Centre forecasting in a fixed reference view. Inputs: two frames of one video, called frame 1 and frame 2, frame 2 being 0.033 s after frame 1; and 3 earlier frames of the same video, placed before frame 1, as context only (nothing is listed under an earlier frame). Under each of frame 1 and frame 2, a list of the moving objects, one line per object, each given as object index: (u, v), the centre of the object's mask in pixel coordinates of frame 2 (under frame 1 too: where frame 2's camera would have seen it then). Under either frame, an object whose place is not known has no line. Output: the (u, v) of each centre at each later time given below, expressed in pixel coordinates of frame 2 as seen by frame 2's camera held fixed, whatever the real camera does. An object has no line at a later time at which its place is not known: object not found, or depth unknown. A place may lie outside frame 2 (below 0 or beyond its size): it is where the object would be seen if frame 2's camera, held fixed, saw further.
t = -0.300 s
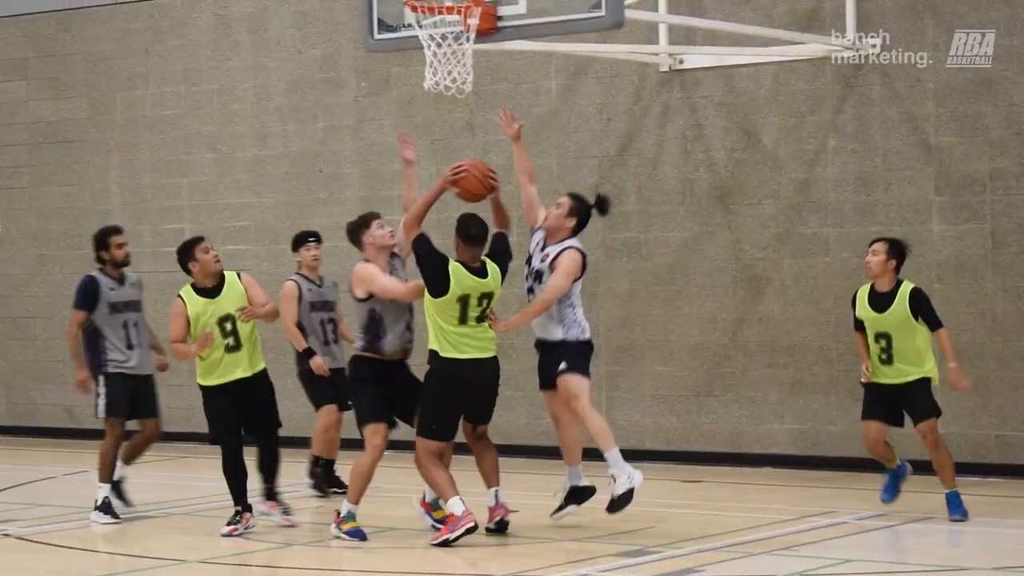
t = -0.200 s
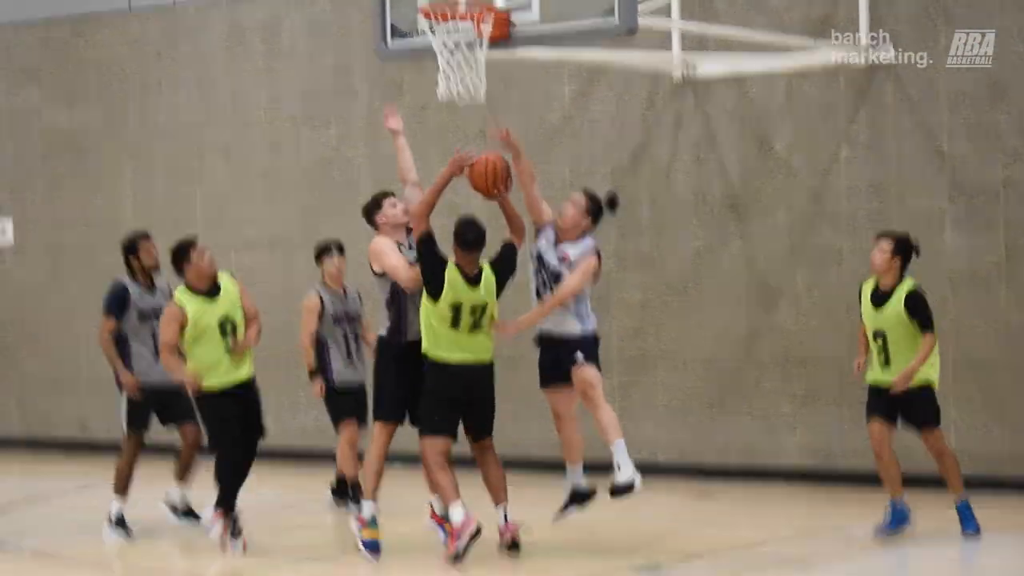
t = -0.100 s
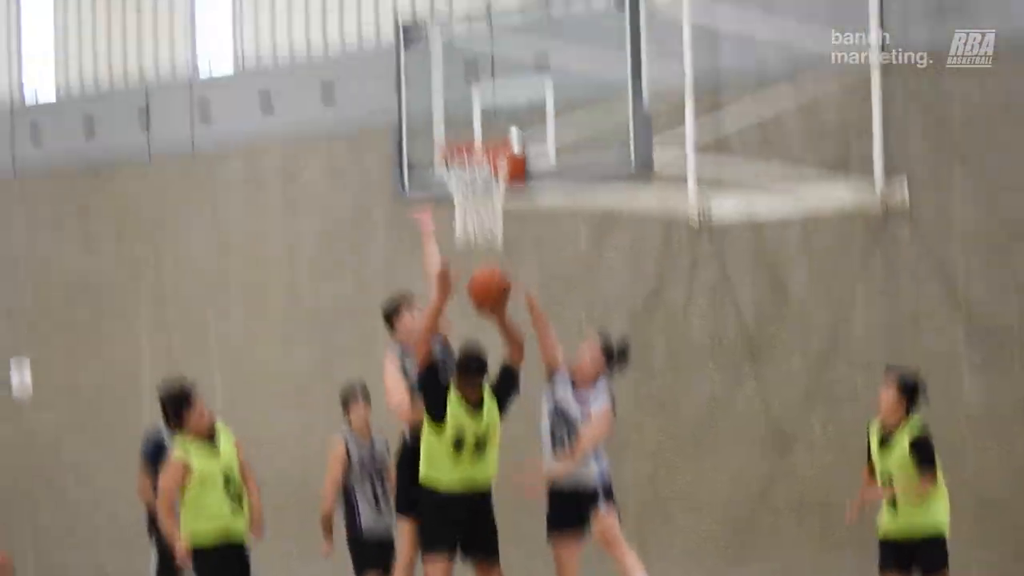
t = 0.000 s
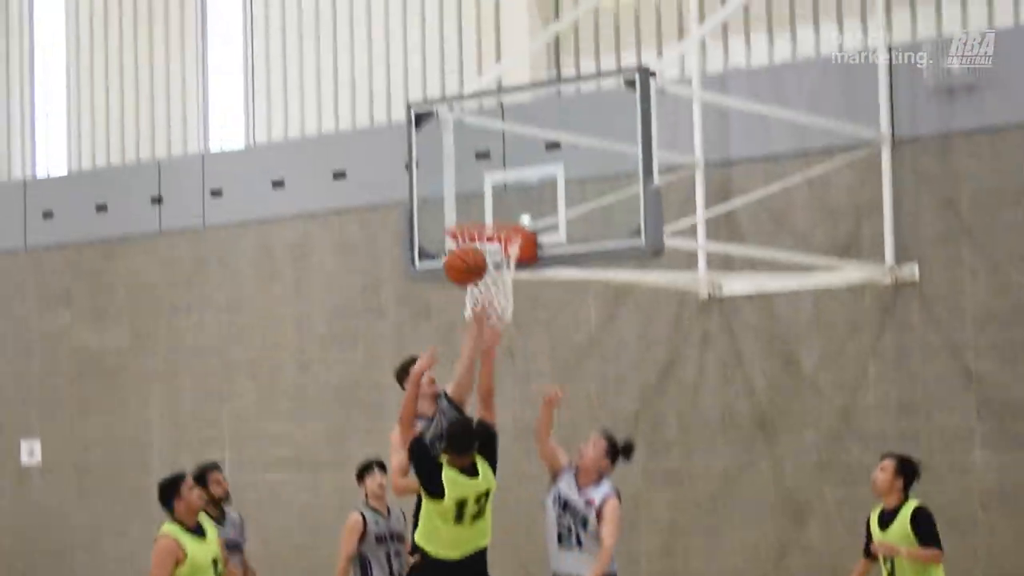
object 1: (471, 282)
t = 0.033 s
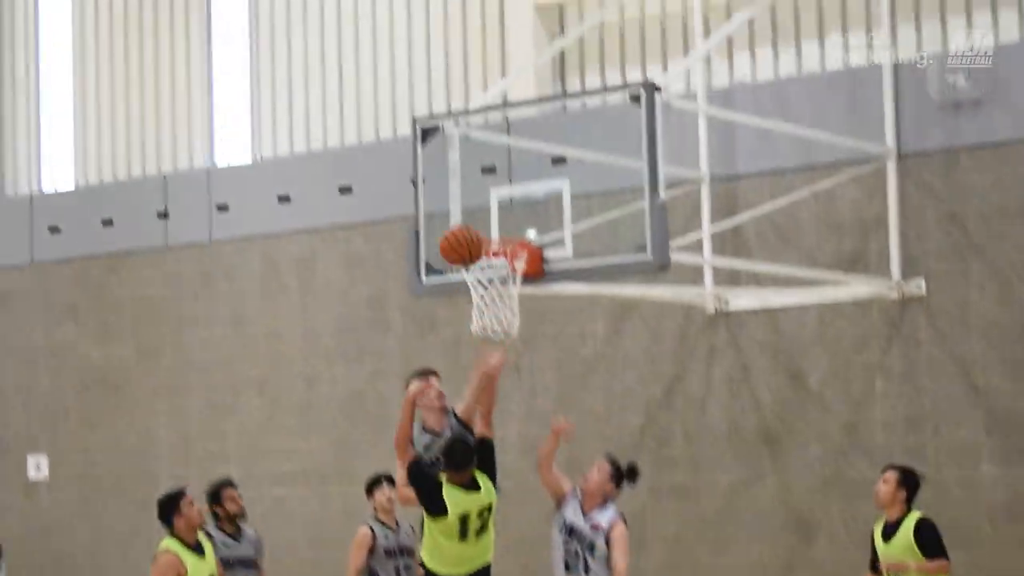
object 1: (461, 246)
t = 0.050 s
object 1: (455, 229)
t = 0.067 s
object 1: (450, 213)
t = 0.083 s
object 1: (444, 200)
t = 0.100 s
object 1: (439, 185)
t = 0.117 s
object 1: (433, 168)
